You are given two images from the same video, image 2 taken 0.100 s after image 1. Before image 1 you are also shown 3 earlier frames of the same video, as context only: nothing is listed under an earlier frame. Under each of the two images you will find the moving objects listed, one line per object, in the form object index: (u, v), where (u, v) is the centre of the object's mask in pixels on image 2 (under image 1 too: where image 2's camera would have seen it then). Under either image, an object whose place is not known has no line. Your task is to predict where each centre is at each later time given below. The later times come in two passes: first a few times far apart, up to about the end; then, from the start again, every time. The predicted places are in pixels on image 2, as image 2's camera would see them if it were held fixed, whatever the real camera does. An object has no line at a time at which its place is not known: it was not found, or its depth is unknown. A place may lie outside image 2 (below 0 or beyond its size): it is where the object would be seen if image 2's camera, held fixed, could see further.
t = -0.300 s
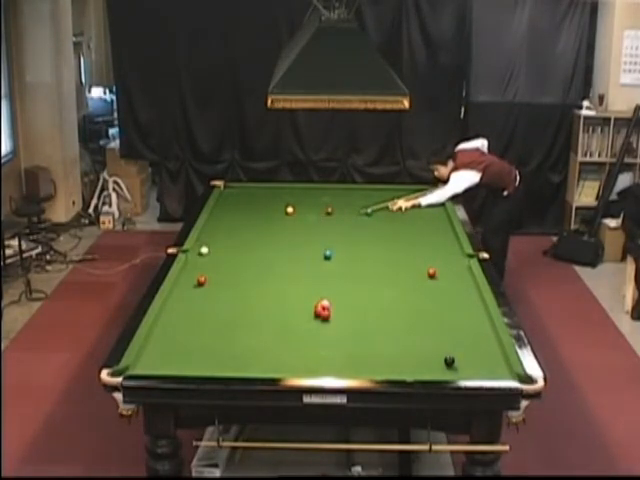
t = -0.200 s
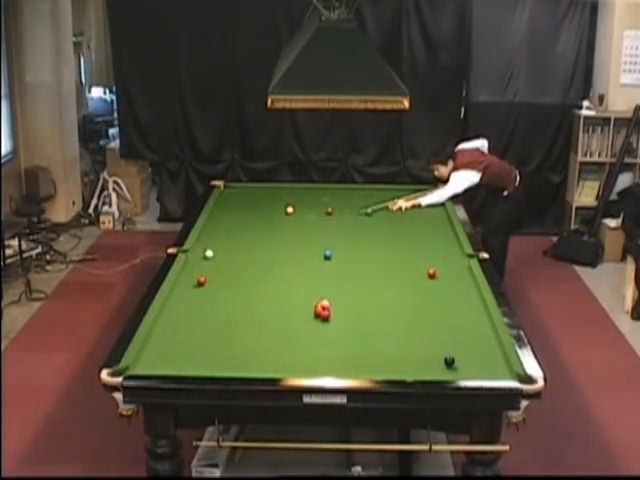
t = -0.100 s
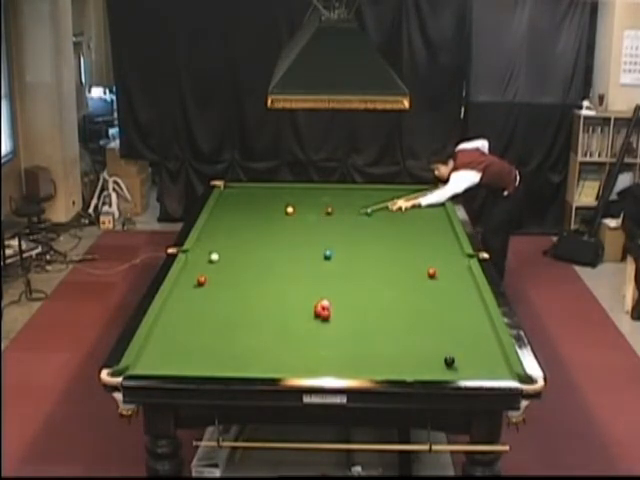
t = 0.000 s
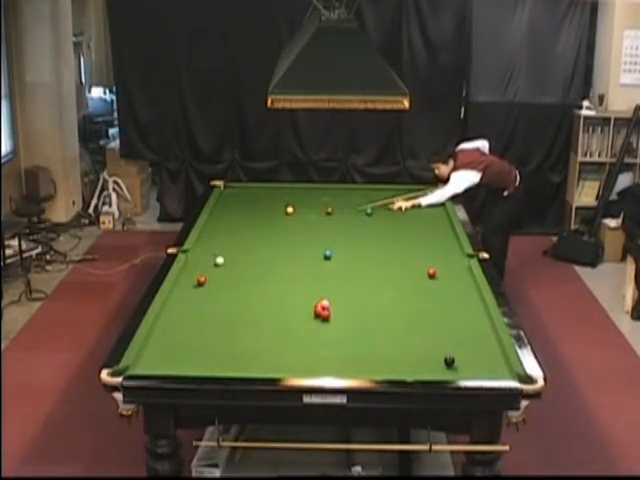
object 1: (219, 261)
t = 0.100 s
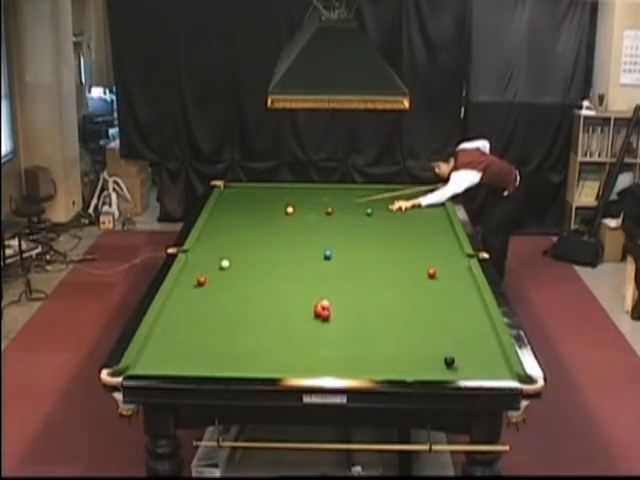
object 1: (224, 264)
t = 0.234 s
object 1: (231, 269)
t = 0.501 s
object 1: (246, 279)
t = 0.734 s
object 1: (260, 287)
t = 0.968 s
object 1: (273, 295)
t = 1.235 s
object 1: (289, 305)
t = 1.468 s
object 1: (304, 313)
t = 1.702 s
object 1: (318, 321)
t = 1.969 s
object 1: (335, 331)
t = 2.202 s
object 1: (350, 339)
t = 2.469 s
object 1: (366, 348)
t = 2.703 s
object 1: (381, 356)
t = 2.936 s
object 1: (395, 364)
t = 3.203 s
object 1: (410, 370)
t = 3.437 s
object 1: (422, 372)
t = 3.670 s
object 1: (429, 369)
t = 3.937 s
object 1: (437, 365)
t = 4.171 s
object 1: (440, 364)
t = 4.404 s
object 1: (441, 363)
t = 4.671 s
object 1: (441, 363)
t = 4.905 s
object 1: (441, 363)
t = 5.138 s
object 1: (441, 363)
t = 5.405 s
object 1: (441, 363)
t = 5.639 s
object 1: (441, 363)
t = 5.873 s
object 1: (441, 363)
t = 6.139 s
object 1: (441, 363)
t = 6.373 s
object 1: (441, 363)
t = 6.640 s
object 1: (441, 363)
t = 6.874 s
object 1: (441, 363)
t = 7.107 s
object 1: (441, 363)
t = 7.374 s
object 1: (441, 363)
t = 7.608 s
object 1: (441, 363)
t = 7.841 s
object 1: (441, 363)
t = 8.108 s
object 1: (441, 363)
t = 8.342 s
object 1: (441, 363)
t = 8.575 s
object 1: (441, 363)
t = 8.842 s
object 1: (441, 363)
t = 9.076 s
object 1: (441, 363)
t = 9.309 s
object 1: (441, 363)
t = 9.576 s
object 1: (441, 363)
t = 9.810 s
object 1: (441, 363)
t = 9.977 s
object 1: (441, 363)
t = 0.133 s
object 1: (226, 266)
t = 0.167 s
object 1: (228, 267)
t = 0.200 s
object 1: (230, 268)
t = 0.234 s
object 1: (231, 269)
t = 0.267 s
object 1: (233, 270)
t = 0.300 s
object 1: (235, 271)
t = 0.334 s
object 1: (237, 272)
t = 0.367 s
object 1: (239, 274)
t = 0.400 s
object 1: (241, 275)
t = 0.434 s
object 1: (243, 276)
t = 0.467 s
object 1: (245, 277)
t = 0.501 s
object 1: (246, 279)
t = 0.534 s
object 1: (248, 280)
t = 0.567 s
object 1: (250, 281)
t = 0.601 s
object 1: (252, 282)
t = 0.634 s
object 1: (254, 283)
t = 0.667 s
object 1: (256, 285)
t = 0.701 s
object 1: (258, 286)
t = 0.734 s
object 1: (260, 287)
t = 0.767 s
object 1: (262, 288)
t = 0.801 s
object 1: (264, 290)
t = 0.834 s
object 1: (266, 290)
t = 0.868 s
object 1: (268, 292)
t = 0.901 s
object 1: (270, 293)
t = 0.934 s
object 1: (271, 294)
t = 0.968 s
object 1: (273, 295)
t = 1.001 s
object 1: (275, 296)
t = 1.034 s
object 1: (278, 298)
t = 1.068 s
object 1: (279, 299)
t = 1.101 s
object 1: (281, 300)
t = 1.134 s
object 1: (283, 301)
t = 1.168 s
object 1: (286, 303)
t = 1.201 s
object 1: (288, 303)
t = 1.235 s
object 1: (289, 305)
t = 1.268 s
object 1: (292, 306)
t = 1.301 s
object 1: (294, 307)
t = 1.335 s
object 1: (296, 308)
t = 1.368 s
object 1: (298, 309)
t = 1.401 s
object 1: (299, 311)
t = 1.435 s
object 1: (302, 312)
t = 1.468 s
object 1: (304, 313)
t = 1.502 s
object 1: (306, 314)
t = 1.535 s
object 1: (308, 315)
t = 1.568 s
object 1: (310, 316)
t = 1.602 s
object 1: (312, 318)
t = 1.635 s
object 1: (314, 319)
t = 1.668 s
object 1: (316, 320)
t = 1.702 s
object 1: (318, 321)
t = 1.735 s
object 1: (320, 323)
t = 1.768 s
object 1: (322, 324)
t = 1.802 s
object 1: (324, 325)
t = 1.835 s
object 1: (327, 326)
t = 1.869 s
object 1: (329, 327)
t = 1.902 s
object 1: (331, 328)
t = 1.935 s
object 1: (333, 330)
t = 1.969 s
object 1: (335, 331)
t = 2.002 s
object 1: (338, 332)
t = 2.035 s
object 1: (339, 333)
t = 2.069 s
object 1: (342, 335)
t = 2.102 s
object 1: (343, 336)
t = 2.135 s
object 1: (346, 337)
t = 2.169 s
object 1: (348, 338)
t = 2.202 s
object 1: (350, 339)
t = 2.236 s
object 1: (352, 340)
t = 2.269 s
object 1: (354, 341)
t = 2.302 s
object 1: (356, 343)
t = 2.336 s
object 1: (358, 344)
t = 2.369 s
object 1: (360, 345)
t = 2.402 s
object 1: (363, 346)
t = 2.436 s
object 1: (364, 347)
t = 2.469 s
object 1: (366, 348)
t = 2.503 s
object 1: (368, 349)
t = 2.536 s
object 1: (371, 350)
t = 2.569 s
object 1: (373, 351)
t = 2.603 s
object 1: (375, 353)
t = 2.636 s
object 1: (377, 354)
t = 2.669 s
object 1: (379, 355)
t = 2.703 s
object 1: (381, 356)
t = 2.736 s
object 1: (383, 357)
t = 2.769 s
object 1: (385, 359)
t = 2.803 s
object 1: (387, 360)
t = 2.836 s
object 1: (389, 361)
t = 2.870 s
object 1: (391, 362)
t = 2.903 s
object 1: (393, 363)
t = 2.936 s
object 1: (395, 364)
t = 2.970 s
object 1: (397, 365)
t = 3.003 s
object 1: (399, 366)
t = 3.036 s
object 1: (401, 367)
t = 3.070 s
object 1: (403, 368)
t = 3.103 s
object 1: (405, 369)
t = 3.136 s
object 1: (407, 369)
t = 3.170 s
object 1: (409, 370)
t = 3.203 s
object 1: (410, 370)
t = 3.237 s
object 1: (413, 371)
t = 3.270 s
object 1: (415, 372)
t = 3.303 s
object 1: (417, 373)
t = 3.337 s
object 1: (418, 373)
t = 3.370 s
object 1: (419, 373)
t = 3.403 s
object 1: (420, 372)
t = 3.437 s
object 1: (422, 372)
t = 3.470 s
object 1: (423, 371)
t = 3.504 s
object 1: (424, 371)
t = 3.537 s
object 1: (425, 370)
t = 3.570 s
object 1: (426, 370)
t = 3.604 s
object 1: (427, 370)
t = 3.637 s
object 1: (428, 369)
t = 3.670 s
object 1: (429, 369)
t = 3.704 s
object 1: (431, 368)
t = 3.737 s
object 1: (431, 368)
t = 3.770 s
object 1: (432, 368)
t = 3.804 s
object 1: (434, 367)
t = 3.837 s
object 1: (434, 367)
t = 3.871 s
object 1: (435, 367)
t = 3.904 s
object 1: (436, 366)
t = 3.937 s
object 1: (437, 365)
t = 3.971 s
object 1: (438, 365)
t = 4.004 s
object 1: (439, 364)
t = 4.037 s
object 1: (440, 364)
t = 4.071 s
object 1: (440, 364)
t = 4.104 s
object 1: (440, 364)
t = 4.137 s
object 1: (440, 364)
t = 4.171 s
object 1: (440, 364)
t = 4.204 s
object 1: (440, 363)
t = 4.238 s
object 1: (440, 363)
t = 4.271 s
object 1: (440, 363)
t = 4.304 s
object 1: (441, 363)
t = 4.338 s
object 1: (441, 363)
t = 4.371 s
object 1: (441, 363)
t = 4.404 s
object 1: (441, 363)
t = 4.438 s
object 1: (441, 363)
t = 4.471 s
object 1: (441, 363)
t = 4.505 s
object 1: (441, 363)
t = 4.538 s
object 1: (441, 363)
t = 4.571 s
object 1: (441, 363)
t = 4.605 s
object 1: (441, 363)
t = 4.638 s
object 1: (441, 363)
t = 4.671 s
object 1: (441, 363)
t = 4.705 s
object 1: (441, 363)
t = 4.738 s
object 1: (441, 363)
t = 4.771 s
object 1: (441, 363)
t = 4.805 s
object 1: (441, 363)
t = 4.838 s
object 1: (441, 363)
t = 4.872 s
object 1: (441, 363)
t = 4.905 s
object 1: (441, 363)
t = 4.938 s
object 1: (441, 363)
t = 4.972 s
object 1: (441, 363)
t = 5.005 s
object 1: (441, 363)
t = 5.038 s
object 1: (441, 363)
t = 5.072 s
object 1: (441, 363)
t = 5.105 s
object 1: (441, 363)
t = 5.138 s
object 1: (441, 363)
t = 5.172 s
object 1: (441, 363)
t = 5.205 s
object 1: (441, 363)
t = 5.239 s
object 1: (441, 363)
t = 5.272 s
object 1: (441, 363)
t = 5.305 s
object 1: (441, 363)
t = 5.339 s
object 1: (441, 363)
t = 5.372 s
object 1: (441, 363)
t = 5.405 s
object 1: (441, 363)
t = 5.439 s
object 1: (441, 363)
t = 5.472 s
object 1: (441, 363)
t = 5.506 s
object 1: (441, 363)
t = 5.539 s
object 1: (441, 363)
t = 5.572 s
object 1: (441, 363)
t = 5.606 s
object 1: (441, 363)
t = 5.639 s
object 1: (441, 363)
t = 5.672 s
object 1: (441, 363)
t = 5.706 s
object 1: (441, 363)
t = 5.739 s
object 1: (441, 363)
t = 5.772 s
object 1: (441, 363)
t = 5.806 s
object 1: (441, 363)
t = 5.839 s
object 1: (441, 363)
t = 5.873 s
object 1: (441, 363)
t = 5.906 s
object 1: (441, 363)
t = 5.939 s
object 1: (441, 363)
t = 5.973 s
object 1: (441, 363)
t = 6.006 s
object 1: (441, 363)
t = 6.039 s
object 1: (441, 363)
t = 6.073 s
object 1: (441, 363)
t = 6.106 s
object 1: (441, 363)
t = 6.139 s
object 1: (441, 363)
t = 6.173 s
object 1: (441, 363)
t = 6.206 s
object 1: (441, 363)
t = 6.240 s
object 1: (441, 363)
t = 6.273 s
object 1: (441, 363)
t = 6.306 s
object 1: (441, 363)
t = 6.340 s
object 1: (441, 363)
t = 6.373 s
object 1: (441, 363)
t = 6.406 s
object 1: (441, 363)
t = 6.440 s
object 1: (441, 363)
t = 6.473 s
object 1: (441, 363)
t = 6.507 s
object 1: (441, 363)
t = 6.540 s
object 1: (441, 363)
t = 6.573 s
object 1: (441, 363)
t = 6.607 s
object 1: (441, 363)
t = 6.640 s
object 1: (441, 363)
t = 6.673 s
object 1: (441, 363)
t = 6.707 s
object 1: (441, 363)
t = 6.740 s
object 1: (441, 363)
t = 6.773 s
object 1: (441, 363)
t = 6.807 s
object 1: (441, 363)
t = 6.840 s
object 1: (441, 363)
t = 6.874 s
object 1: (441, 363)
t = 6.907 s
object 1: (441, 363)
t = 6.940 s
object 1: (441, 363)
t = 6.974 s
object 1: (441, 363)
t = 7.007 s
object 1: (441, 363)
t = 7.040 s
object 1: (441, 363)
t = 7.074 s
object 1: (441, 363)
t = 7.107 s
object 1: (441, 363)
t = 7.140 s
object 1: (441, 363)
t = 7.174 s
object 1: (441, 363)
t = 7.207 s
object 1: (441, 363)
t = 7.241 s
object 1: (441, 363)
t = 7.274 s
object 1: (441, 363)
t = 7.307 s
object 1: (441, 363)
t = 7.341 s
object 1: (441, 363)
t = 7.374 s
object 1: (441, 363)
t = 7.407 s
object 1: (441, 363)
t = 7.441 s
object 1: (441, 363)
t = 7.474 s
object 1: (441, 363)
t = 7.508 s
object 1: (441, 363)
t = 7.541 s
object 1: (441, 363)
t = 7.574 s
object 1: (441, 363)
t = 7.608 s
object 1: (441, 363)
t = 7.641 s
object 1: (441, 363)
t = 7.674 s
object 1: (441, 363)
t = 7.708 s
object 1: (441, 363)
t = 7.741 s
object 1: (441, 363)
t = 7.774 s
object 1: (441, 363)
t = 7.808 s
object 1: (441, 363)
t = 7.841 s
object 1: (441, 363)
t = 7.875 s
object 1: (441, 363)
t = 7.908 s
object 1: (441, 363)
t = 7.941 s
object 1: (441, 363)
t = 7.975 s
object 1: (441, 363)
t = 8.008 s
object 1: (441, 363)
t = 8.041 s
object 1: (441, 363)
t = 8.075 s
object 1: (441, 363)
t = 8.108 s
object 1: (441, 363)
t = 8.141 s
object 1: (441, 363)
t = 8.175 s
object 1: (441, 363)
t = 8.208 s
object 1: (441, 363)
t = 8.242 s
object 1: (441, 363)
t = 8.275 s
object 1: (441, 363)
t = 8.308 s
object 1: (441, 363)
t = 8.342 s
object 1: (441, 363)
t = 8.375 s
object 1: (441, 363)
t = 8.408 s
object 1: (441, 363)
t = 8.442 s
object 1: (441, 363)
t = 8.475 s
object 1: (441, 363)
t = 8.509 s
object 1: (441, 363)
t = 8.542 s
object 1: (441, 363)
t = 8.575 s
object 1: (441, 363)
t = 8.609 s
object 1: (441, 363)
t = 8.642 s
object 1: (441, 363)
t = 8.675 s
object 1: (441, 363)
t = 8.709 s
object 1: (441, 363)
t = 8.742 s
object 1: (441, 363)
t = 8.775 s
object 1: (441, 363)
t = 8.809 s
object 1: (441, 363)
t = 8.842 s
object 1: (441, 363)
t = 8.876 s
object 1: (441, 363)
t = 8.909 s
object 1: (441, 363)
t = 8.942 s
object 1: (441, 363)
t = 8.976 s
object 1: (441, 363)
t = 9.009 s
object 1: (441, 363)
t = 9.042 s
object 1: (441, 363)
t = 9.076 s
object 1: (441, 363)
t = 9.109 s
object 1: (441, 363)
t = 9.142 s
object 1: (441, 363)
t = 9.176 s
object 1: (441, 363)
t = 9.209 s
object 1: (441, 363)
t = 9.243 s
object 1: (441, 363)
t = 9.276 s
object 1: (441, 363)
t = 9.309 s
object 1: (441, 363)
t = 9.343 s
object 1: (441, 363)
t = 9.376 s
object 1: (441, 363)
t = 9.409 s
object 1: (441, 363)
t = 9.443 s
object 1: (441, 363)
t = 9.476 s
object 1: (441, 363)
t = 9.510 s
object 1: (441, 363)
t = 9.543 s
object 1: (441, 363)
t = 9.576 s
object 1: (441, 363)
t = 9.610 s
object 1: (441, 363)
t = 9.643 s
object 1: (441, 363)
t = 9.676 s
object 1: (441, 363)
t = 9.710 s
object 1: (441, 363)
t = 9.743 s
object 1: (441, 363)
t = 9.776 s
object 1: (441, 363)
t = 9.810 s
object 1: (441, 363)
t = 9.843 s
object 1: (441, 363)
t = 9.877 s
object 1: (441, 363)
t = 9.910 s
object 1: (441, 363)
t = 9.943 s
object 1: (441, 363)
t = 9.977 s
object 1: (441, 363)
